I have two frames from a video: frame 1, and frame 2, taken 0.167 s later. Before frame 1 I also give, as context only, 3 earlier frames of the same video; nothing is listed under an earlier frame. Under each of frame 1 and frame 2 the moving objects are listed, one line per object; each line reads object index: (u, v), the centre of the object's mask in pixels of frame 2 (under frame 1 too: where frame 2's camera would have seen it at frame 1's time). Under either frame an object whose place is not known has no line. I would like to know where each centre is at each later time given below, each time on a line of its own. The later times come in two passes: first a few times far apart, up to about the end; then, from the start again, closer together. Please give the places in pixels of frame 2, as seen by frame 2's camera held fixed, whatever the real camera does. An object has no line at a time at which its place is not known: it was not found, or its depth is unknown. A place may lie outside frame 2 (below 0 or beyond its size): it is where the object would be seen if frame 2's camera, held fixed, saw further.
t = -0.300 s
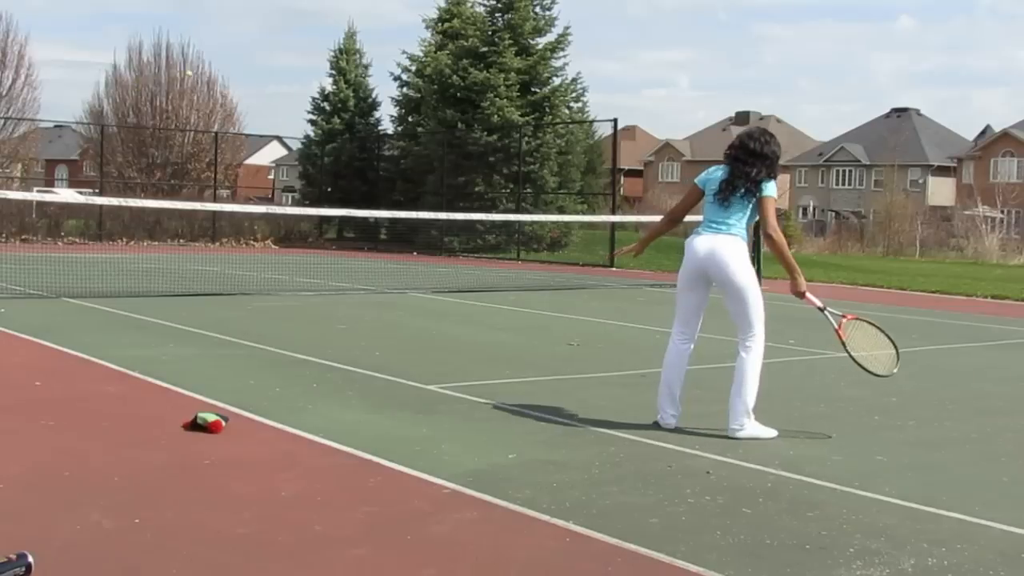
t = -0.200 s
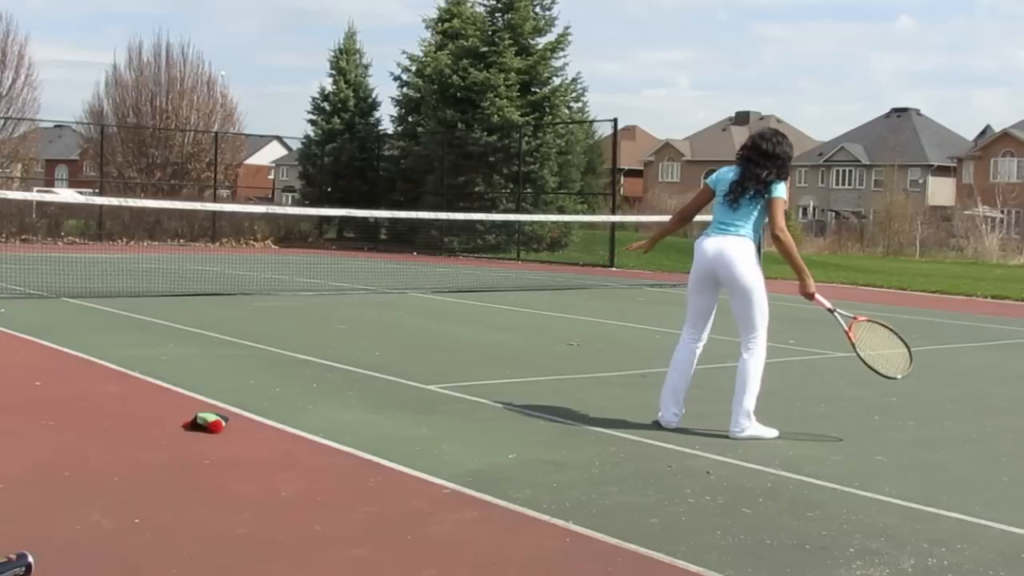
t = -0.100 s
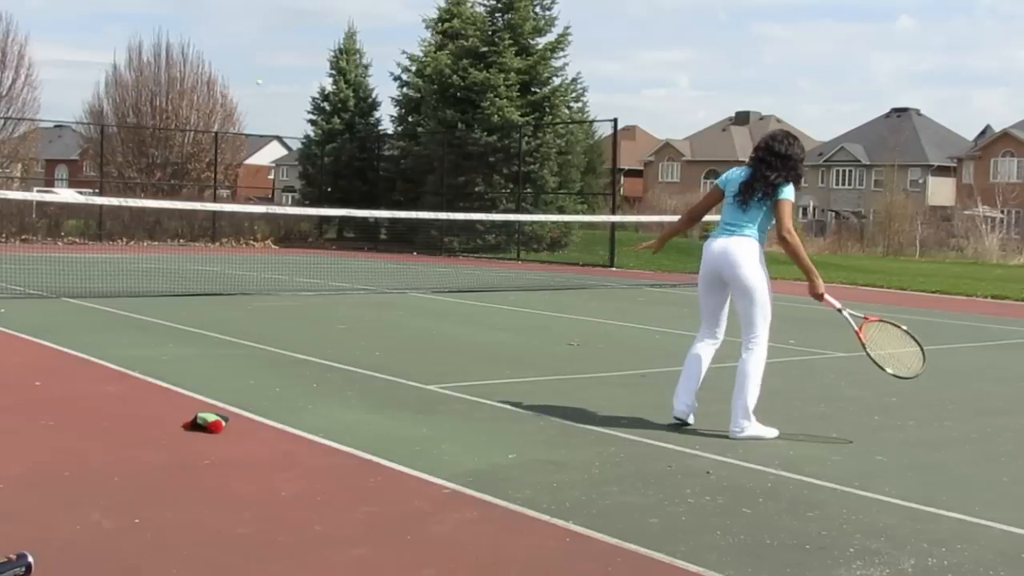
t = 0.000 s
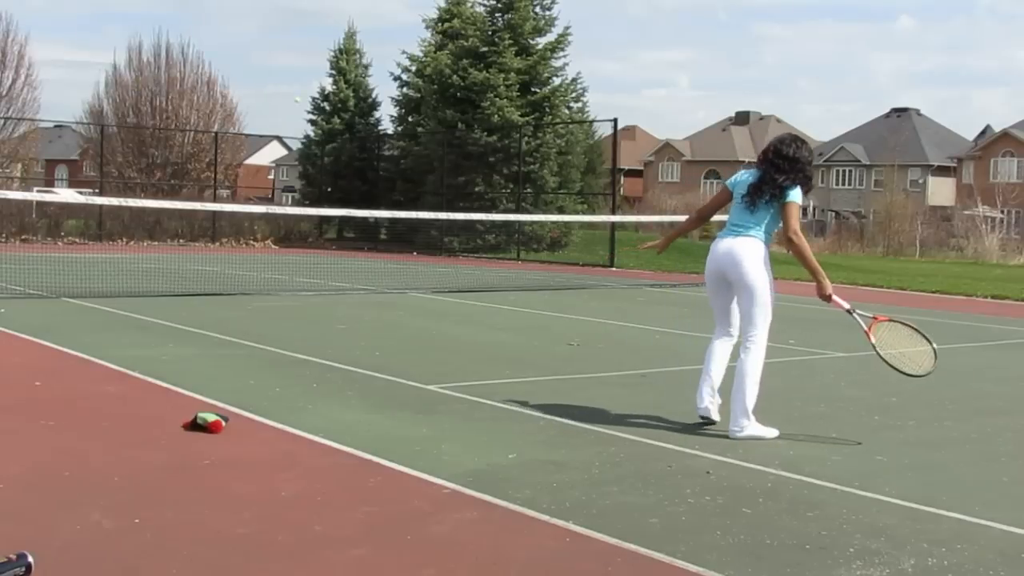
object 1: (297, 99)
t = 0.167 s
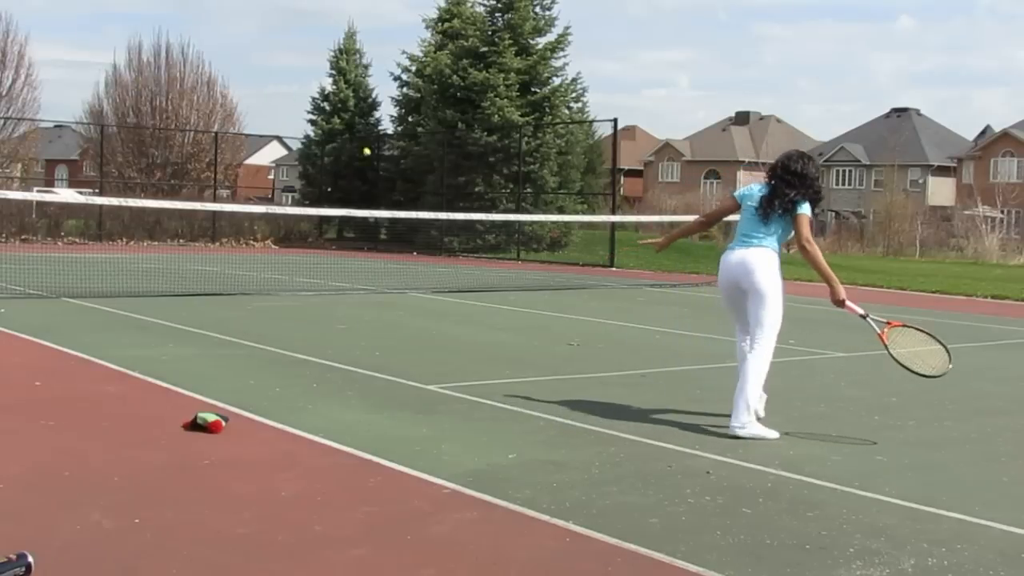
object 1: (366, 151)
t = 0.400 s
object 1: (477, 285)
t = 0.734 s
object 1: (598, 196)
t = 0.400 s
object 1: (477, 285)
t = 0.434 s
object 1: (494, 310)
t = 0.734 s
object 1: (598, 196)
